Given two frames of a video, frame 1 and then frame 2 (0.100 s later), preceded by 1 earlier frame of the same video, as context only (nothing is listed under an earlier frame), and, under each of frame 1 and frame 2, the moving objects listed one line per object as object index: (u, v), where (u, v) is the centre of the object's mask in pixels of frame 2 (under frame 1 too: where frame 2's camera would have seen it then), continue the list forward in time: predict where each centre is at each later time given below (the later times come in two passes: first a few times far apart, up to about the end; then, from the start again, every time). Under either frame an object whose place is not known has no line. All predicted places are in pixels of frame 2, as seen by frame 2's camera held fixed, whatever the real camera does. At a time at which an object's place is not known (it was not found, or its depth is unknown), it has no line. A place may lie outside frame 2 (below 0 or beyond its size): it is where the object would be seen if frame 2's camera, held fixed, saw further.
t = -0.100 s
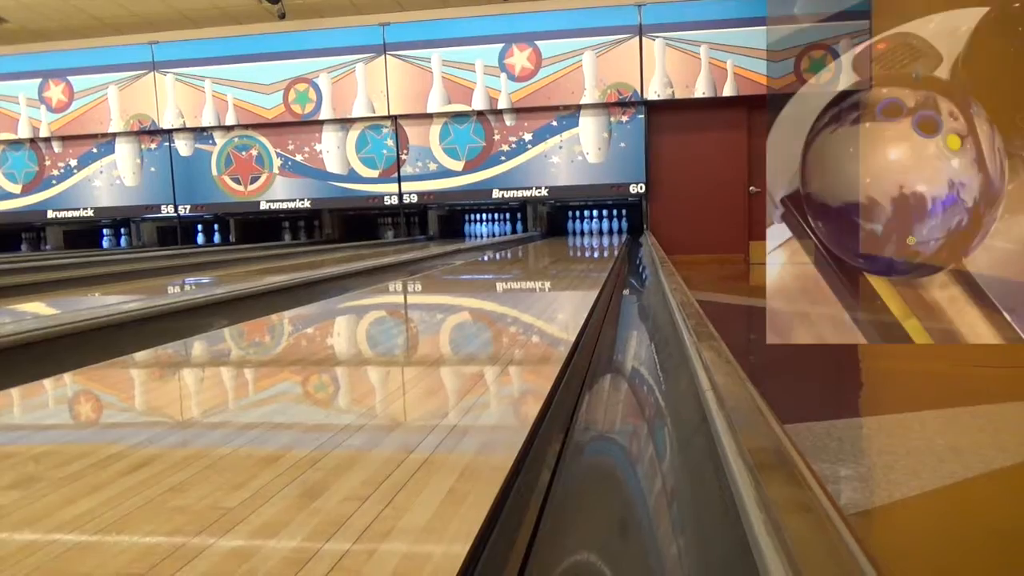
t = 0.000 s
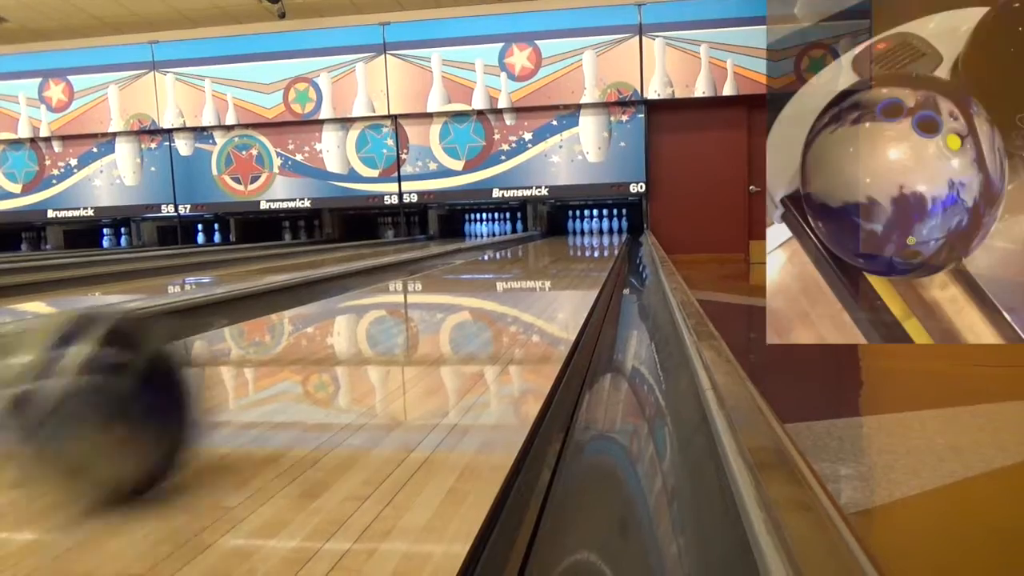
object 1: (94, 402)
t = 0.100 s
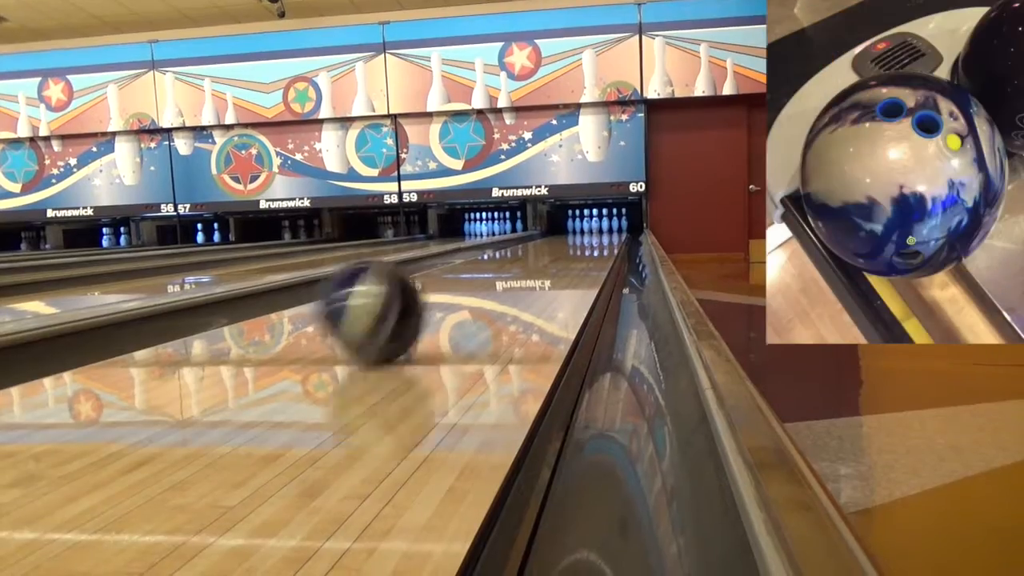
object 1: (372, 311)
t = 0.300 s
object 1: (522, 262)
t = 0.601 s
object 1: (586, 242)
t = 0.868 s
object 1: (606, 233)
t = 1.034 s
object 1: (609, 231)
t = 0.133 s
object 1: (415, 297)
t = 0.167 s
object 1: (447, 287)
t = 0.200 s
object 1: (471, 278)
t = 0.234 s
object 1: (492, 272)
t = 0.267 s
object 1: (508, 267)
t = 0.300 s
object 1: (522, 262)
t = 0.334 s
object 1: (533, 258)
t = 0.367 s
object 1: (543, 255)
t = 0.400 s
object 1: (552, 252)
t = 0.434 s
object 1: (560, 250)
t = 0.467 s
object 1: (566, 248)
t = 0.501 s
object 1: (572, 246)
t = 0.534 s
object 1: (578, 244)
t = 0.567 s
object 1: (583, 243)
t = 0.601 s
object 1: (586, 242)
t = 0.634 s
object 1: (590, 240)
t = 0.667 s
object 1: (593, 238)
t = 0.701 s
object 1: (597, 237)
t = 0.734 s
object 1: (599, 237)
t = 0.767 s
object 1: (601, 235)
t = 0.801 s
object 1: (603, 235)
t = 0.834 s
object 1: (604, 234)
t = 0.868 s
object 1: (606, 233)
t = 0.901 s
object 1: (607, 233)
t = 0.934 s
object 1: (608, 232)
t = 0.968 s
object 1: (608, 232)
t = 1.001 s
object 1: (608, 231)
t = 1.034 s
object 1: (609, 231)
